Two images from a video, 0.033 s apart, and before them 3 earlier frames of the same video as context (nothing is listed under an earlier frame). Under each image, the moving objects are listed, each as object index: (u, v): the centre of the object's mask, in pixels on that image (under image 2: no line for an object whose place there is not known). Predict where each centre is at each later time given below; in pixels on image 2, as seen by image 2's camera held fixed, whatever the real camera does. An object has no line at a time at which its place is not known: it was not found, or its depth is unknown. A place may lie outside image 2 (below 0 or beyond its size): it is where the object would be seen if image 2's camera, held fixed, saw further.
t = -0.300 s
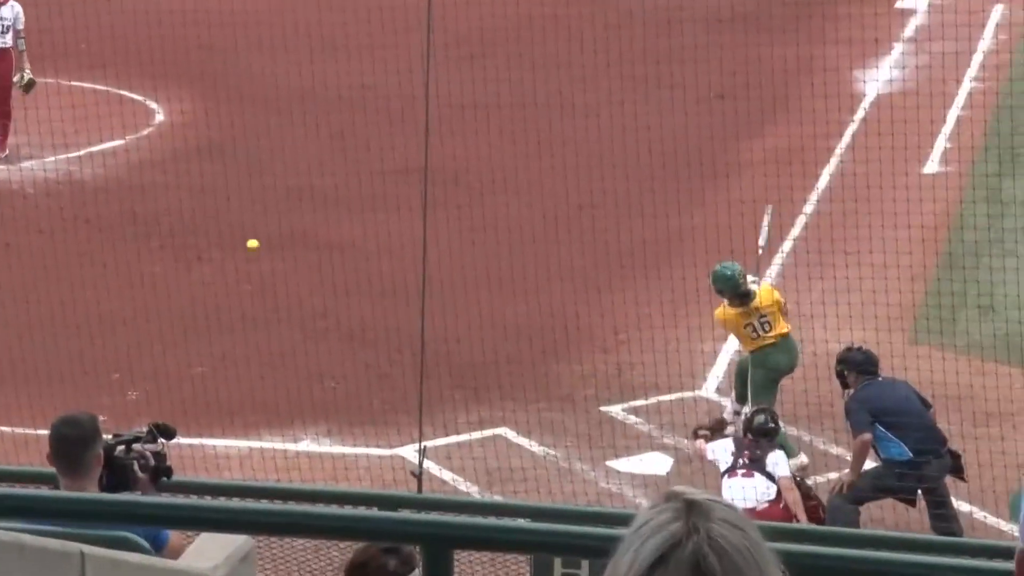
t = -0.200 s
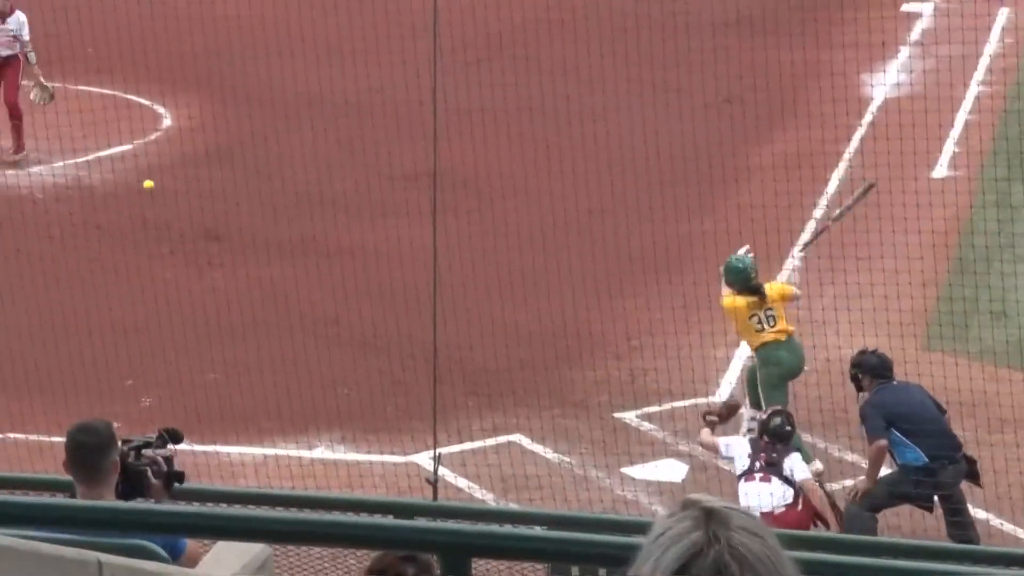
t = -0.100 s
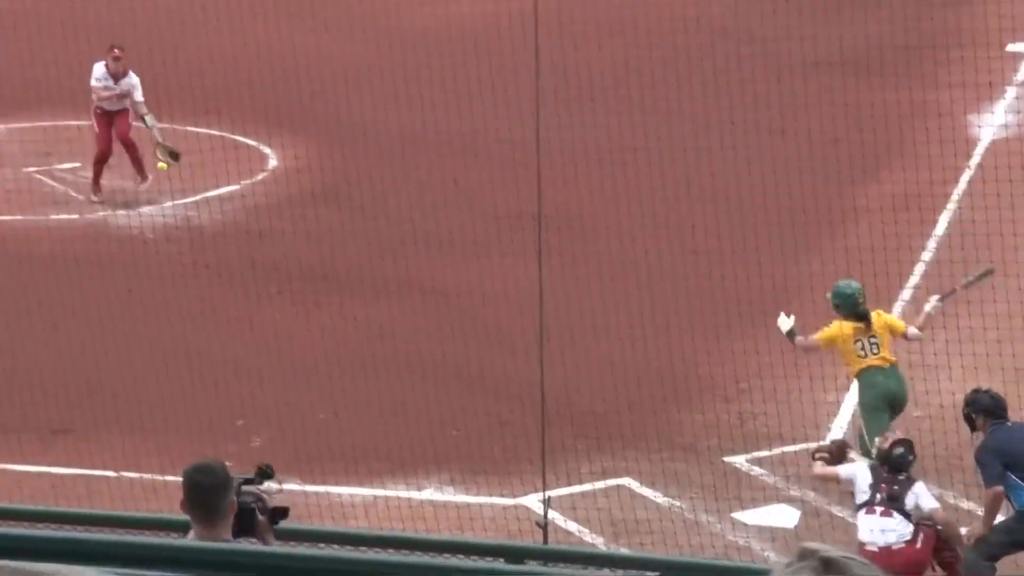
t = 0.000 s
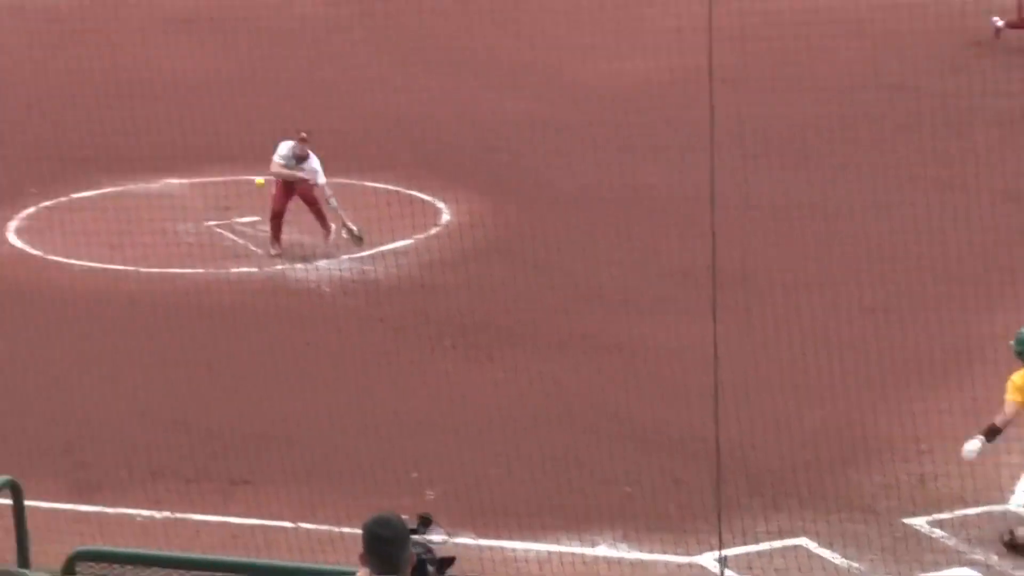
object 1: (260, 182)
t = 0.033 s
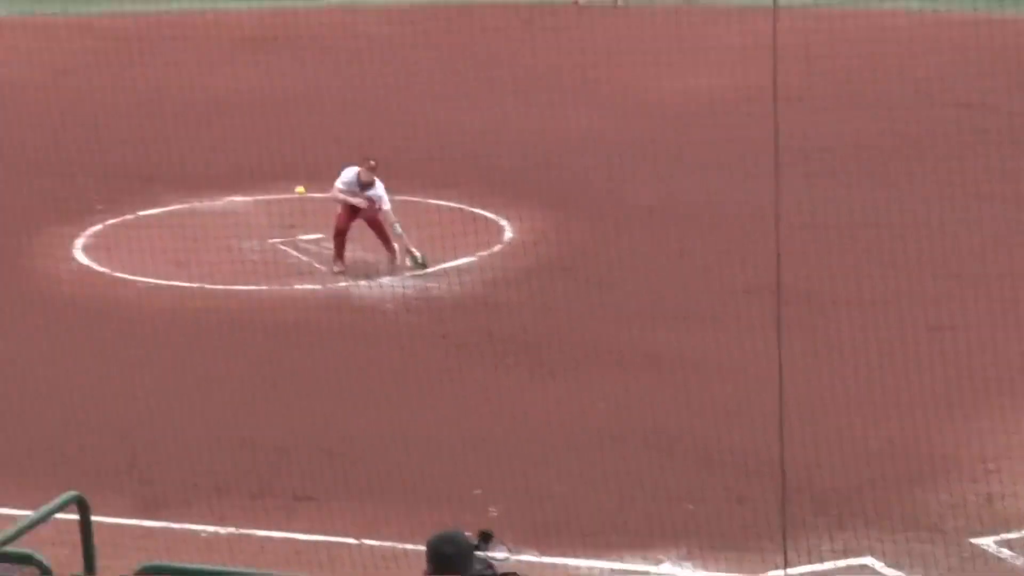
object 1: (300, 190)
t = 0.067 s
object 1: (276, 182)
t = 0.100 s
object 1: (255, 176)
